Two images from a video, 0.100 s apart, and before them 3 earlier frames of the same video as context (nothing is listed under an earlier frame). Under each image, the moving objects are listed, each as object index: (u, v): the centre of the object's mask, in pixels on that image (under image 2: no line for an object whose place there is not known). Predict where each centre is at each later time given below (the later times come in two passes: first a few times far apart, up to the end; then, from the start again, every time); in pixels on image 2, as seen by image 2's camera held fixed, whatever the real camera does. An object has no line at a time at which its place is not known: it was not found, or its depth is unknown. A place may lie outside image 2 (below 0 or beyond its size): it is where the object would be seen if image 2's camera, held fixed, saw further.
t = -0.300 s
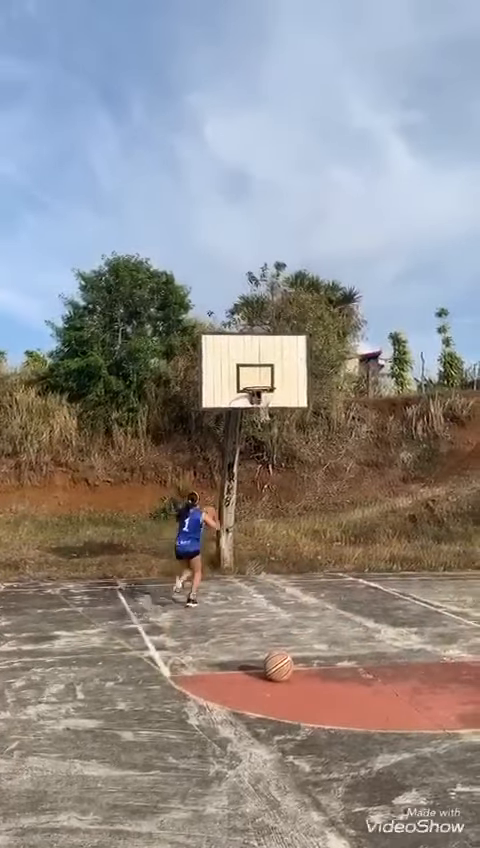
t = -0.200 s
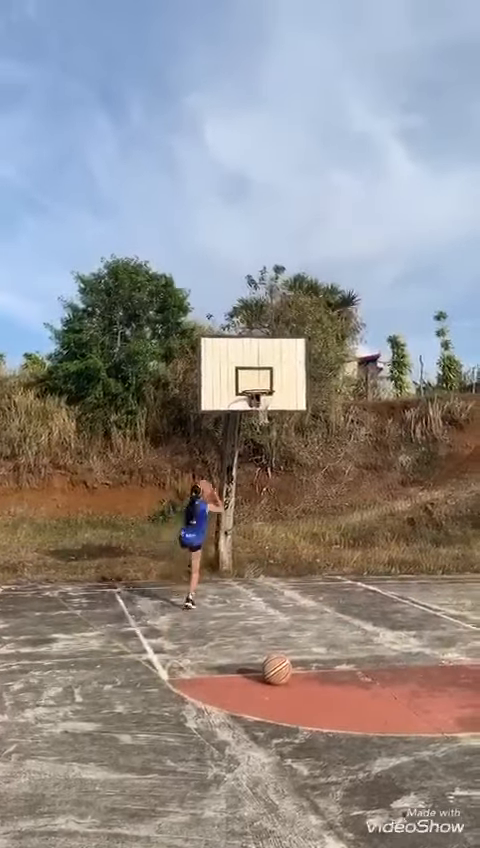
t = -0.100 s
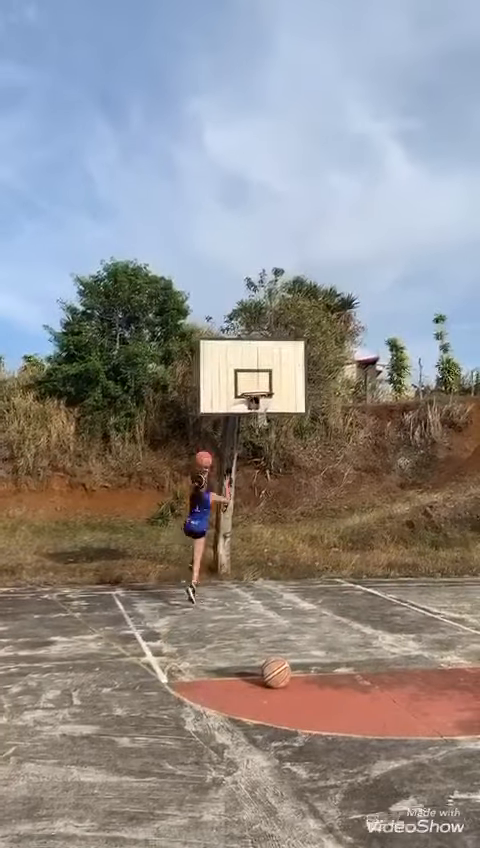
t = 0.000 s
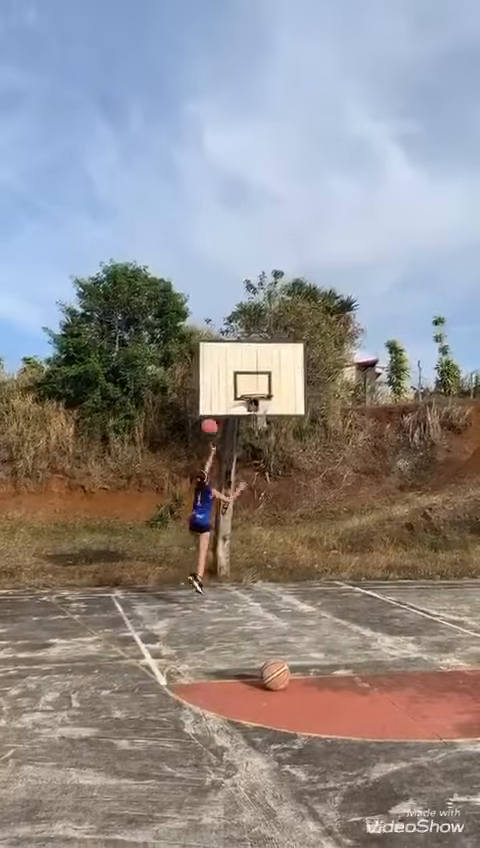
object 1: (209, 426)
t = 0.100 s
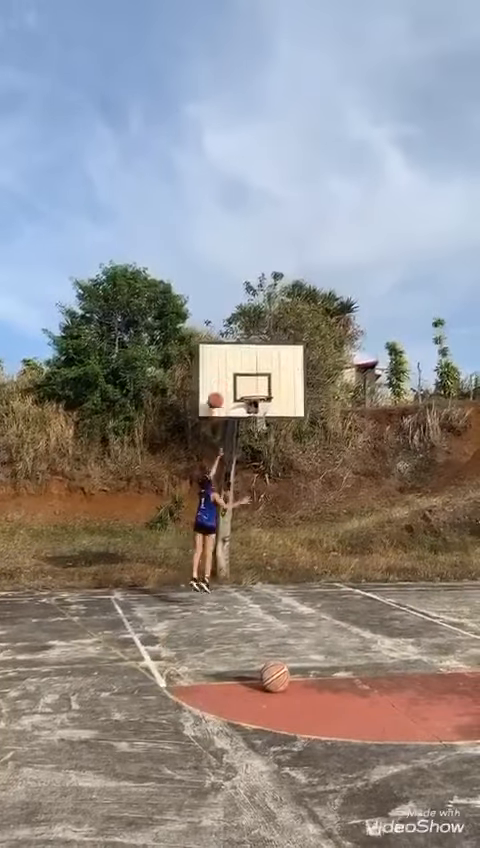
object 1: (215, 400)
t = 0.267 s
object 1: (225, 370)
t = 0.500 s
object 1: (240, 367)
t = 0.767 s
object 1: (254, 387)
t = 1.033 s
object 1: (257, 397)
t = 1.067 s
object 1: (256, 397)
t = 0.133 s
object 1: (216, 392)
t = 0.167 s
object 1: (219, 386)
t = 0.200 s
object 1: (221, 379)
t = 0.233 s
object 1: (223, 374)
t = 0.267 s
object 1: (225, 370)
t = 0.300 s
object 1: (227, 368)
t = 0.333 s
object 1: (229, 366)
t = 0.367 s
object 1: (231, 365)
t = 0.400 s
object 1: (233, 365)
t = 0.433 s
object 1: (235, 365)
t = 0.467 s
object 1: (238, 366)
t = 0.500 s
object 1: (240, 367)
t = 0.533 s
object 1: (242, 370)
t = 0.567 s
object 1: (244, 374)
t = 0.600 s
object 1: (246, 378)
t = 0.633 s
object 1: (249, 383)
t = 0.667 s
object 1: (251, 388)
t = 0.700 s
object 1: (252, 388)
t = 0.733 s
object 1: (253, 387)
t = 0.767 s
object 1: (254, 387)
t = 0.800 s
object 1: (255, 387)
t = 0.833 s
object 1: (256, 387)
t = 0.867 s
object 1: (257, 389)
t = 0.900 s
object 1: (258, 391)
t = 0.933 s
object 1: (259, 393)
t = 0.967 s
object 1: (259, 394)
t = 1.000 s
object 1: (258, 395)
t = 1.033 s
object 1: (257, 397)
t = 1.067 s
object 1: (256, 397)
